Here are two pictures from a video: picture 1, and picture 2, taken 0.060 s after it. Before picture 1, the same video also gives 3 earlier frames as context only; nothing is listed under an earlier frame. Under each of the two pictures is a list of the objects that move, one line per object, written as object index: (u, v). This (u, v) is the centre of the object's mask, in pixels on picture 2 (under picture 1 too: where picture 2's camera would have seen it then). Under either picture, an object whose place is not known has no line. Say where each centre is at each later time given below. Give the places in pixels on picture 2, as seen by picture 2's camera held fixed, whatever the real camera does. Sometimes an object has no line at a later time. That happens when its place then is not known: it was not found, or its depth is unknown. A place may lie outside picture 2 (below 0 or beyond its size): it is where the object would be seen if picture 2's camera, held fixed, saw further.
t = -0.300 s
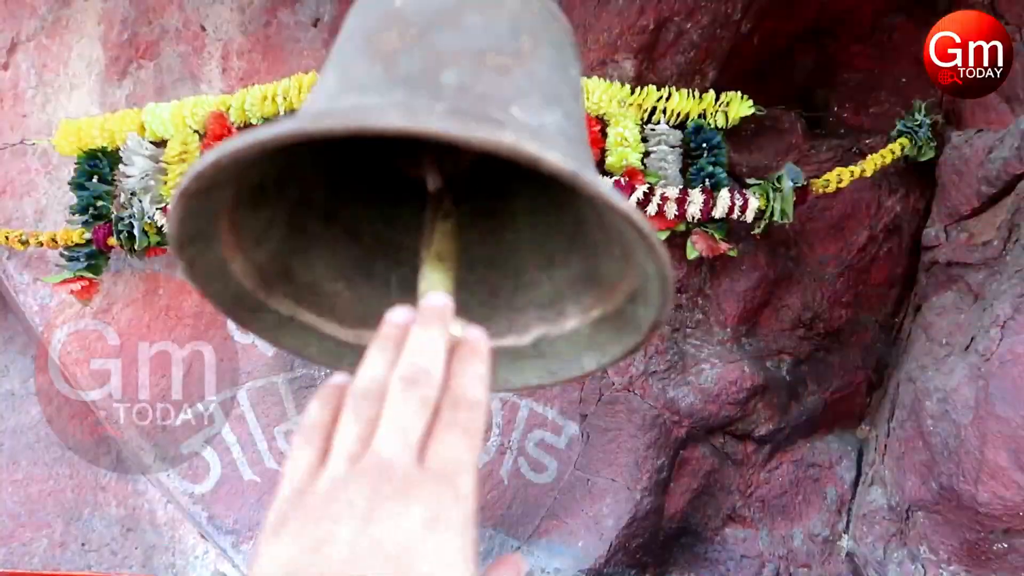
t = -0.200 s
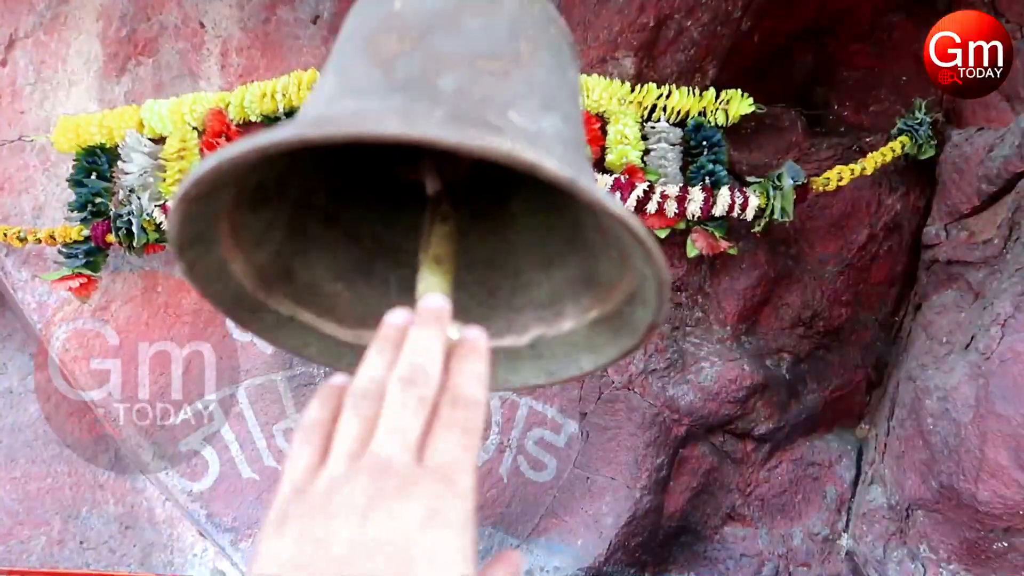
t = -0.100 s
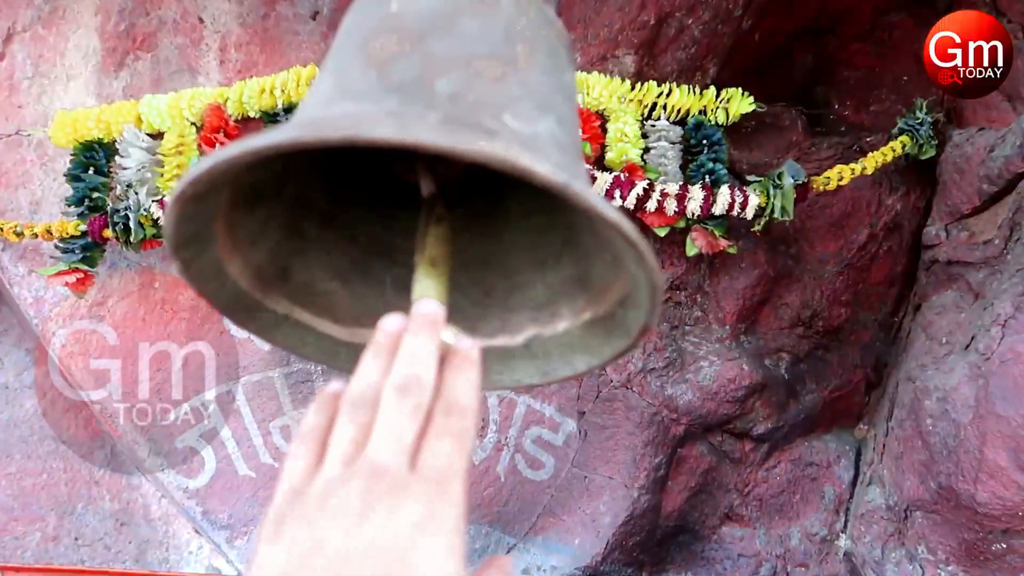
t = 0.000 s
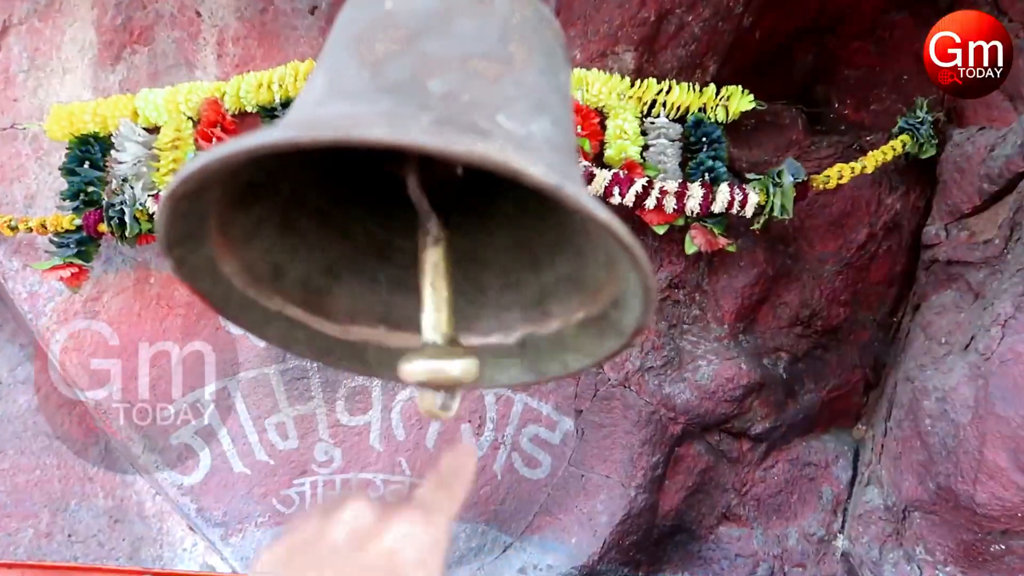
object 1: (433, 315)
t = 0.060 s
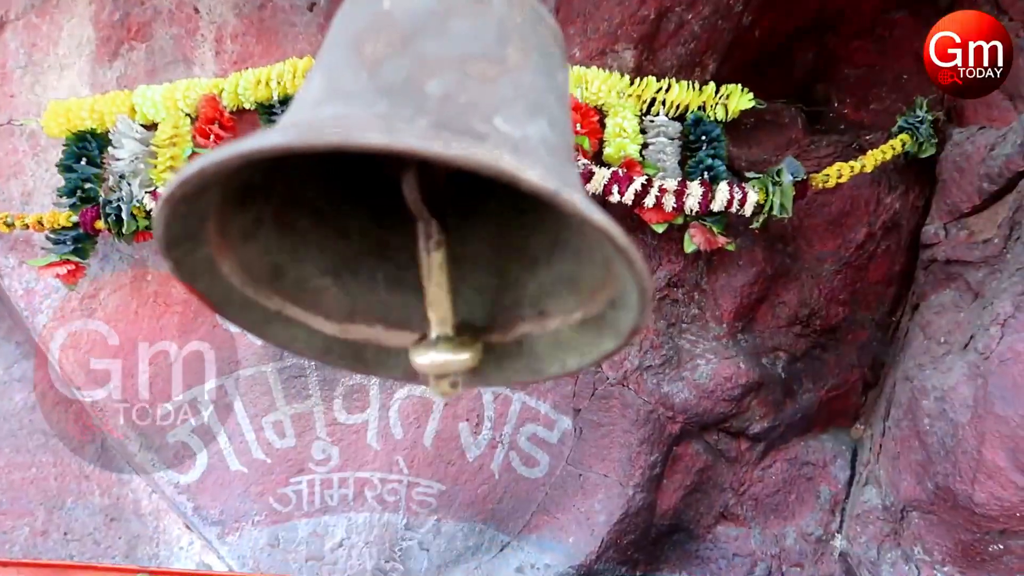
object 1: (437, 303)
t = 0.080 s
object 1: (435, 307)
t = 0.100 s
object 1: (432, 314)
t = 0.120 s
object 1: (427, 322)
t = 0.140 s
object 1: (422, 328)
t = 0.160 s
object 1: (417, 334)
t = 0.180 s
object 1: (411, 336)
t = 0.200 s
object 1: (404, 335)
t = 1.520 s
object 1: (433, 270)
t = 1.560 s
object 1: (437, 279)
